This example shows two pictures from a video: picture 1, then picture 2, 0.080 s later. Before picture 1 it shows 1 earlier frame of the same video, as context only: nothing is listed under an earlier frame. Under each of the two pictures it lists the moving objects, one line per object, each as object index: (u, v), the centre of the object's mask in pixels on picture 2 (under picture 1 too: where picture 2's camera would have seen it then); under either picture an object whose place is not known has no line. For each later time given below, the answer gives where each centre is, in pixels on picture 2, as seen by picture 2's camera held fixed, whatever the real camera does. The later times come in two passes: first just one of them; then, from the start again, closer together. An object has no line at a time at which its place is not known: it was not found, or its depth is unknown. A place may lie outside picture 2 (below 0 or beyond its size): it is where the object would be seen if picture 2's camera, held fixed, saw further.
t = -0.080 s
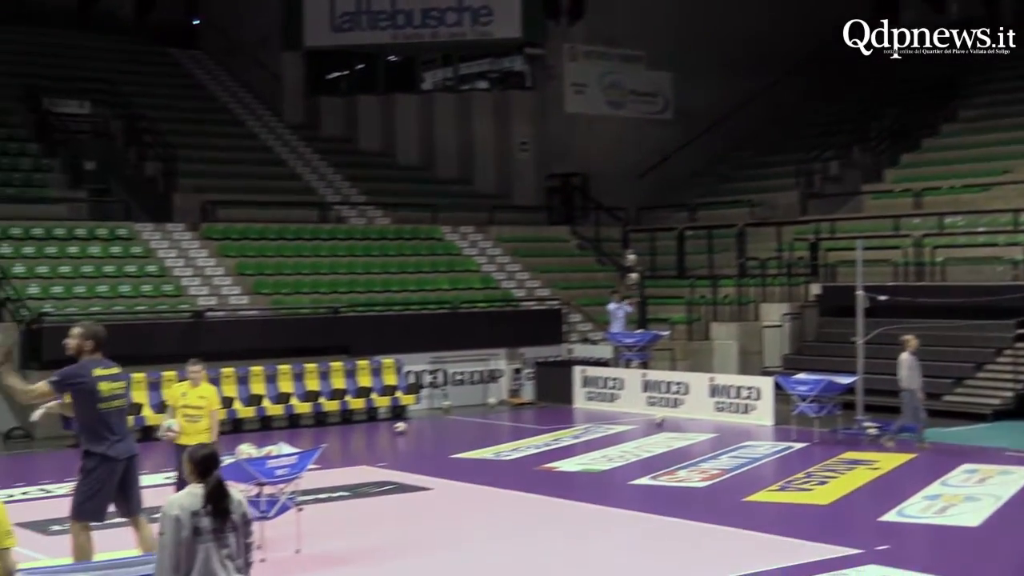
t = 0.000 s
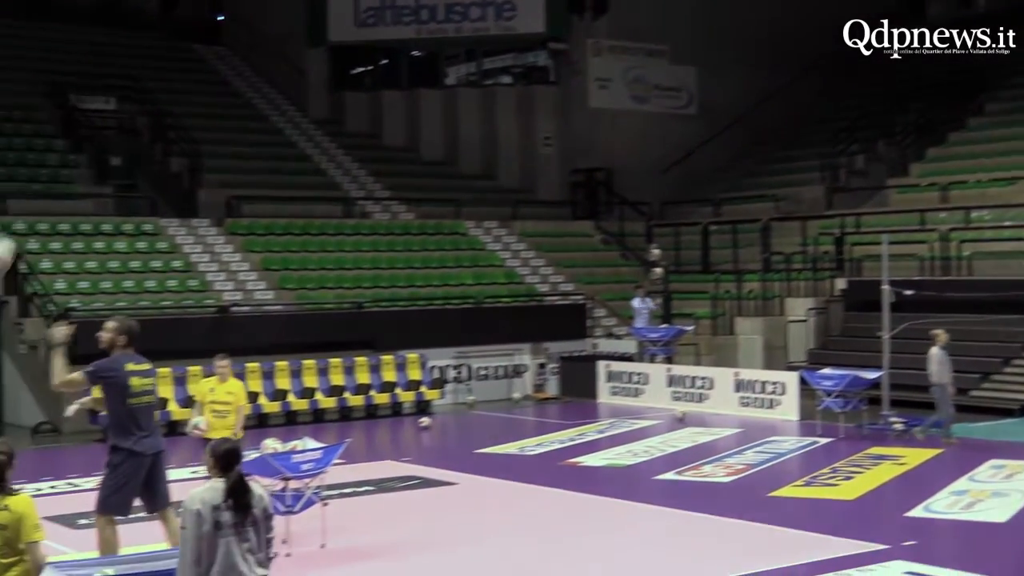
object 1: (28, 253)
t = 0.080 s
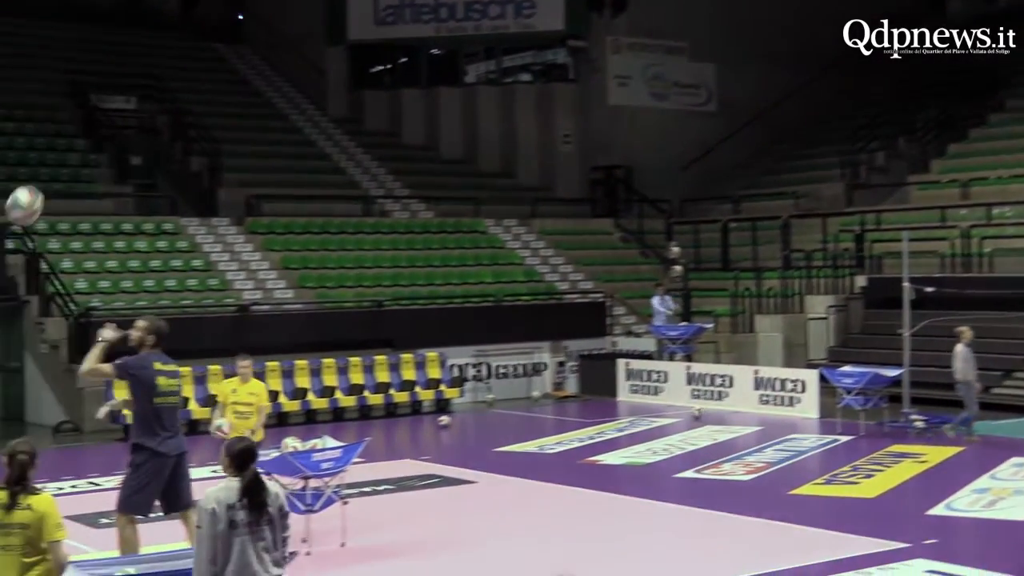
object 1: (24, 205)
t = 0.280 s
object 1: (39, 127)
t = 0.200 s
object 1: (33, 151)
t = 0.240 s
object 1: (36, 138)
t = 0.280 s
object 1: (39, 127)
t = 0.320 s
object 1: (42, 119)
